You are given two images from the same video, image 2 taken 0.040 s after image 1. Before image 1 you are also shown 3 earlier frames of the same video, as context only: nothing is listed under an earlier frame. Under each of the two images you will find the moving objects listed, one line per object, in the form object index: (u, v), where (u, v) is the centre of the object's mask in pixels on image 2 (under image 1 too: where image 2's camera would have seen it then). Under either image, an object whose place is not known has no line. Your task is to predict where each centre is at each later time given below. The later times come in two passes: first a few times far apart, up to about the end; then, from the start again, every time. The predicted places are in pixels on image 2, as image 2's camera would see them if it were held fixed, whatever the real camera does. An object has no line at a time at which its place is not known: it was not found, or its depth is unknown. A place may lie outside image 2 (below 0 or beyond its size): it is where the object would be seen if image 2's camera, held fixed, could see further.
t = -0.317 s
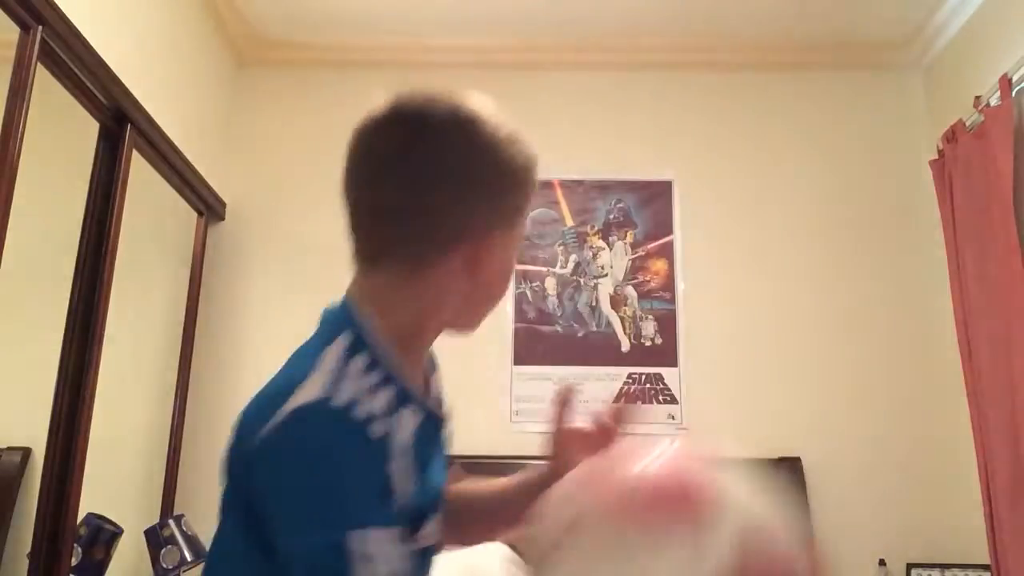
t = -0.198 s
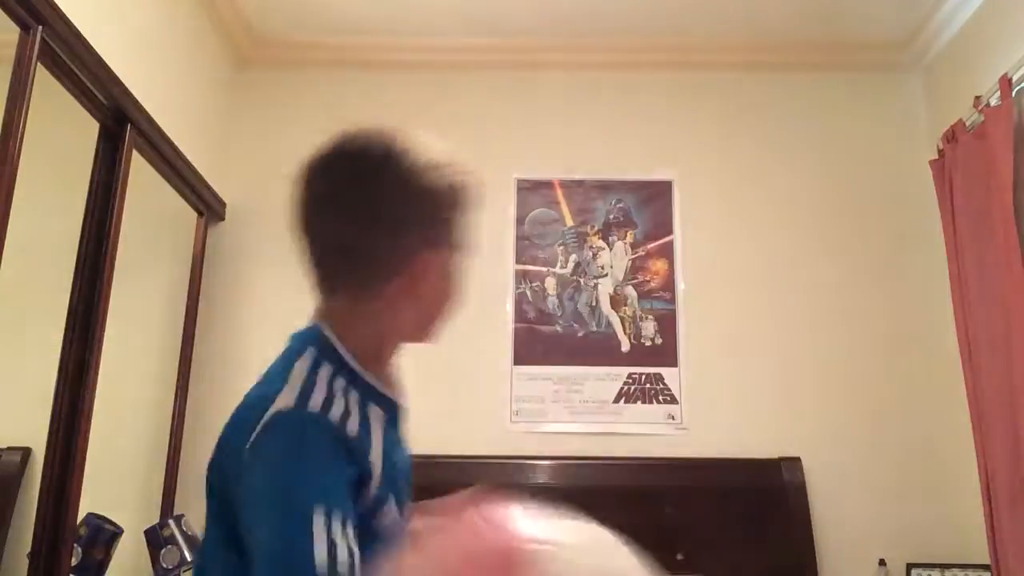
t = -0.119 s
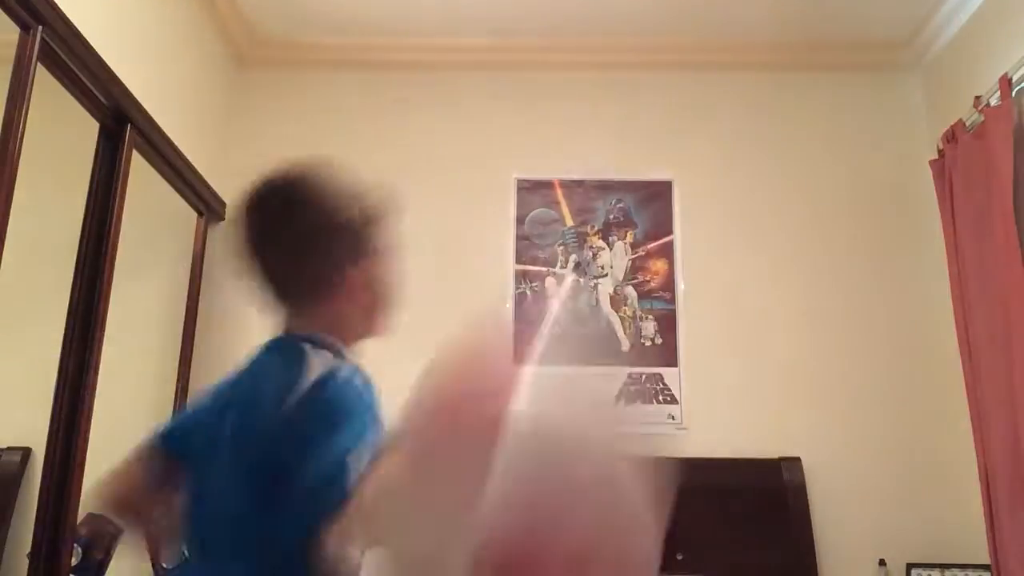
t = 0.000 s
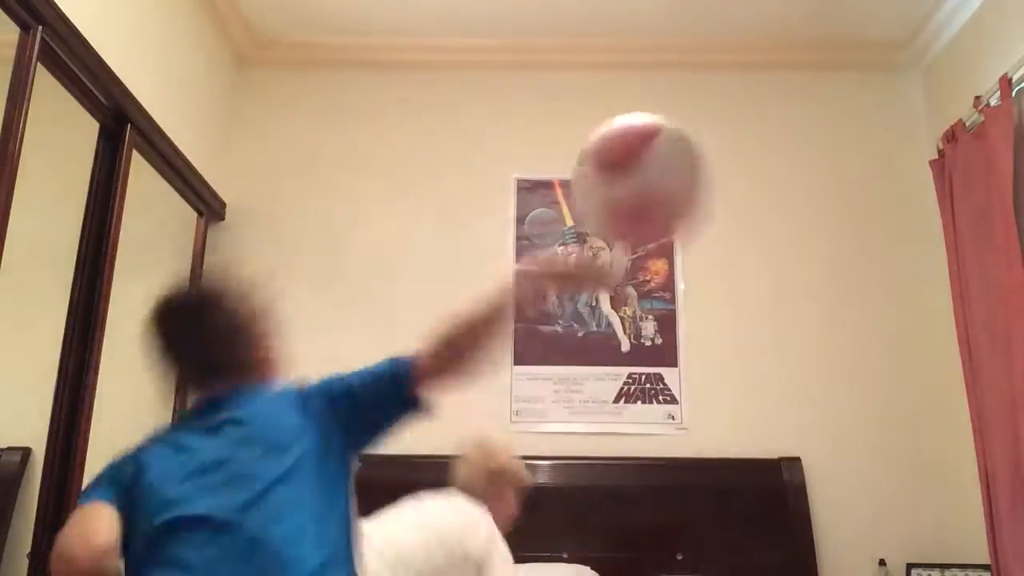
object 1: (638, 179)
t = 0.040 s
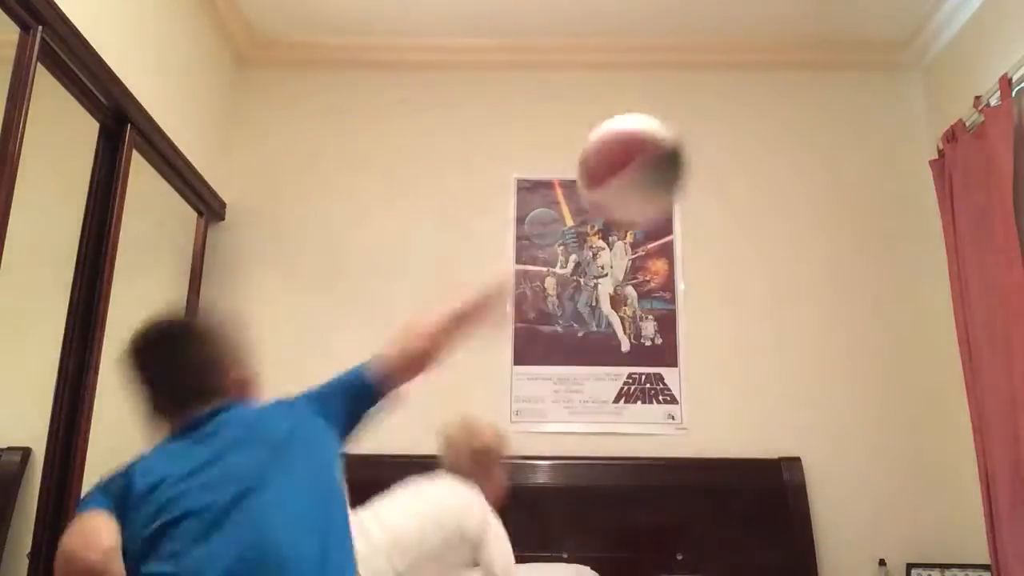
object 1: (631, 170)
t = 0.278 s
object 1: (611, 211)
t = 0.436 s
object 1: (623, 209)
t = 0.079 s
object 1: (624, 165)
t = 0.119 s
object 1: (621, 169)
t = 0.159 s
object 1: (617, 177)
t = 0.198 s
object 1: (615, 186)
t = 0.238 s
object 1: (613, 198)
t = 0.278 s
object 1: (611, 211)
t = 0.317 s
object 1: (609, 228)
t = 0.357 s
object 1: (612, 221)
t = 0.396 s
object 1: (617, 214)
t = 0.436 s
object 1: (623, 209)
